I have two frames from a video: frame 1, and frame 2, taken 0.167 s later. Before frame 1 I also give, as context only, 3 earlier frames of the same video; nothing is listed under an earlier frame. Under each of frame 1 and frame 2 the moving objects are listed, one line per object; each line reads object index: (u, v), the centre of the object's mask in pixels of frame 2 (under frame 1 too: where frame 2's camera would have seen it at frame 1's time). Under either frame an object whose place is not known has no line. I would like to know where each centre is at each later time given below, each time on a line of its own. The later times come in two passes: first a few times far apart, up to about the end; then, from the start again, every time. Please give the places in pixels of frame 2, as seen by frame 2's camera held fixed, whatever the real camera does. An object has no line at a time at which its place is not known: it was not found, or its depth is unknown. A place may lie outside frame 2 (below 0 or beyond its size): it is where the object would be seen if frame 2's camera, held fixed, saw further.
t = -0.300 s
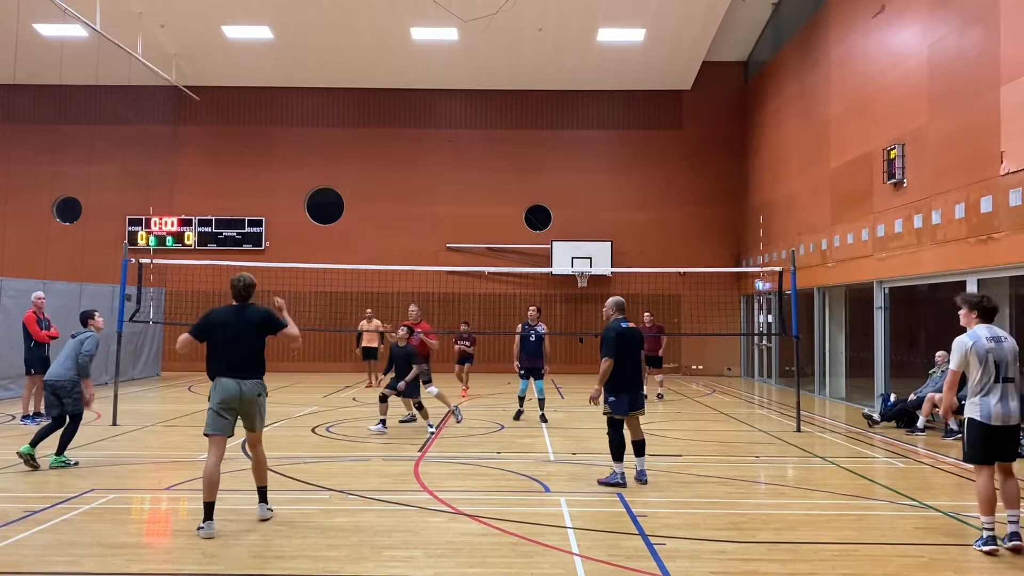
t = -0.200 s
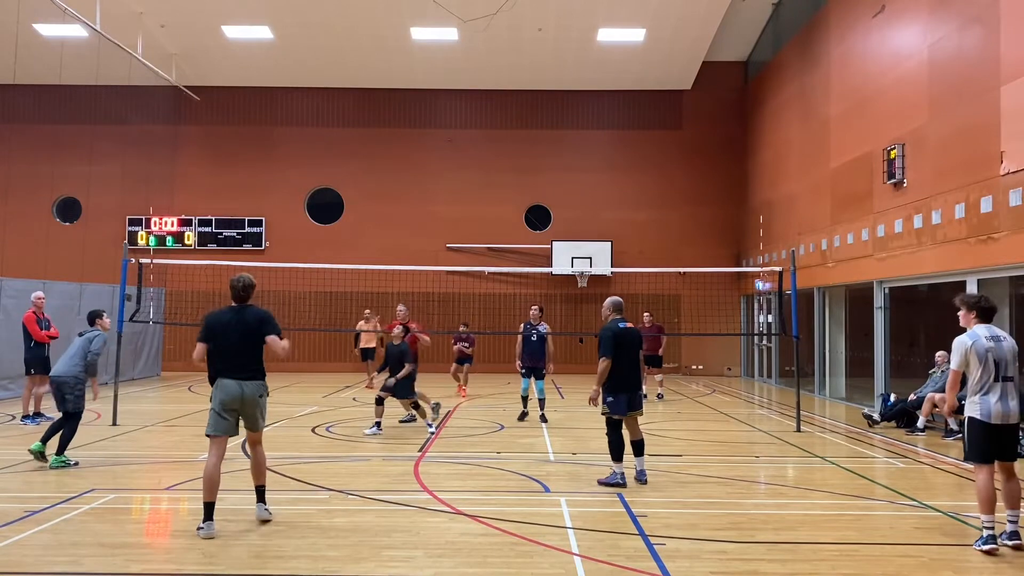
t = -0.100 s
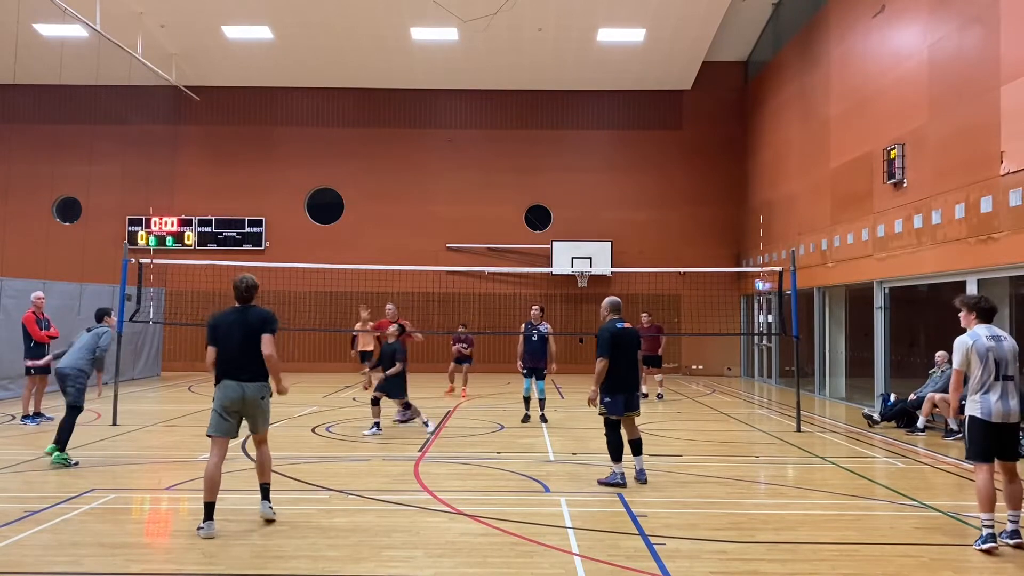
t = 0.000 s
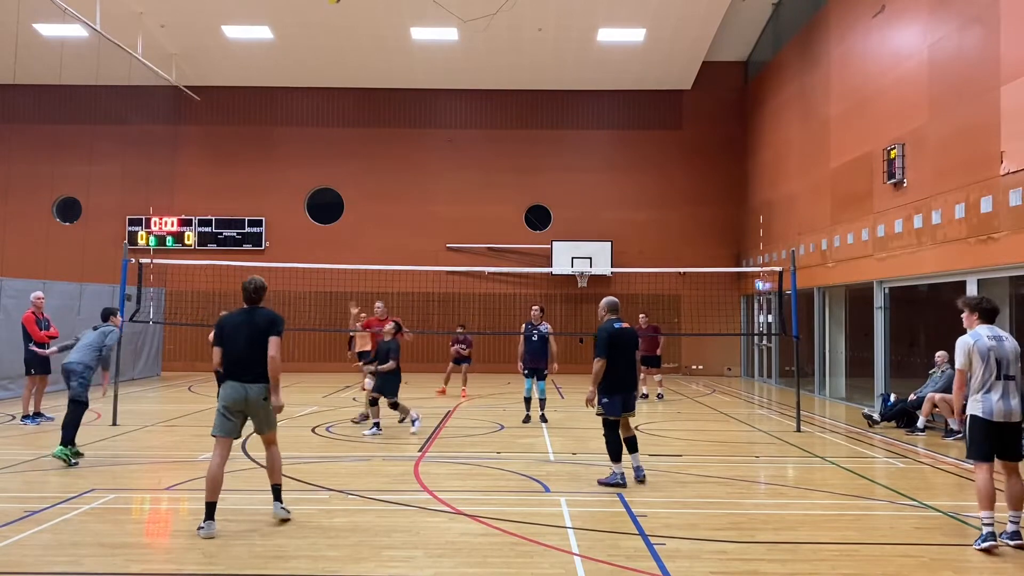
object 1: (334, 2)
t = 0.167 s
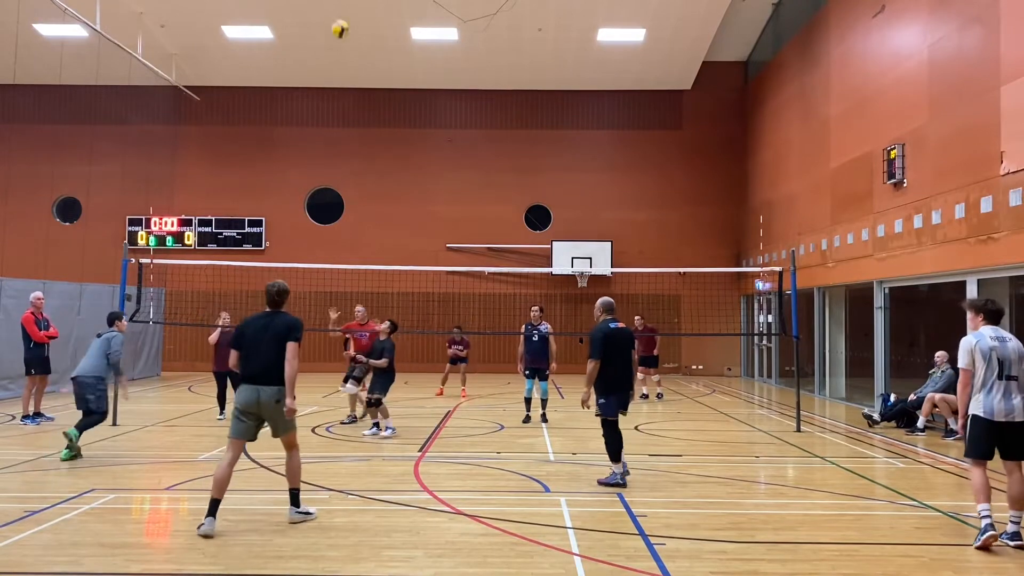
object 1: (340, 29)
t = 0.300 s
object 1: (345, 70)
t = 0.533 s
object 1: (351, 168)
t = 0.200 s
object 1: (341, 38)
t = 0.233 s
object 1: (343, 48)
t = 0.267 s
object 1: (344, 59)
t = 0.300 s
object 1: (345, 70)
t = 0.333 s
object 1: (346, 83)
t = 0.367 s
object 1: (347, 96)
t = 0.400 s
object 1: (348, 109)
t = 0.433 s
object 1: (349, 123)
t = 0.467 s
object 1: (350, 138)
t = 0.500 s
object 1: (350, 152)
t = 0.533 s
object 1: (351, 168)
